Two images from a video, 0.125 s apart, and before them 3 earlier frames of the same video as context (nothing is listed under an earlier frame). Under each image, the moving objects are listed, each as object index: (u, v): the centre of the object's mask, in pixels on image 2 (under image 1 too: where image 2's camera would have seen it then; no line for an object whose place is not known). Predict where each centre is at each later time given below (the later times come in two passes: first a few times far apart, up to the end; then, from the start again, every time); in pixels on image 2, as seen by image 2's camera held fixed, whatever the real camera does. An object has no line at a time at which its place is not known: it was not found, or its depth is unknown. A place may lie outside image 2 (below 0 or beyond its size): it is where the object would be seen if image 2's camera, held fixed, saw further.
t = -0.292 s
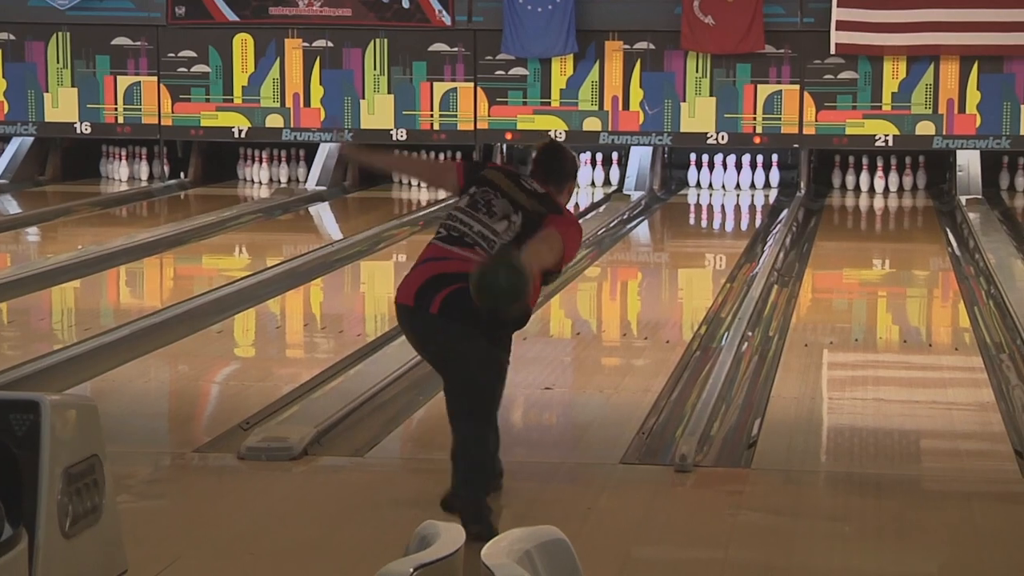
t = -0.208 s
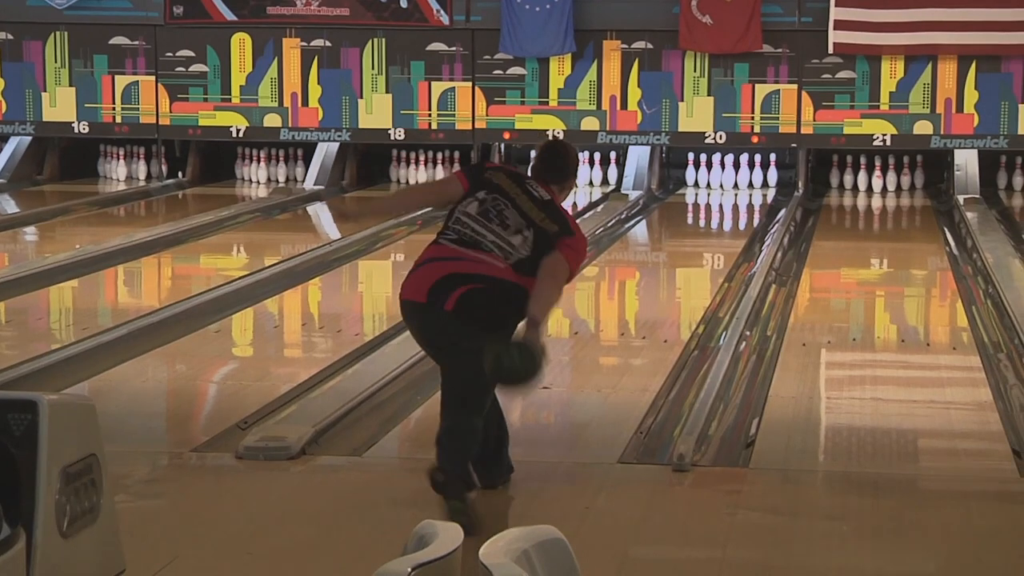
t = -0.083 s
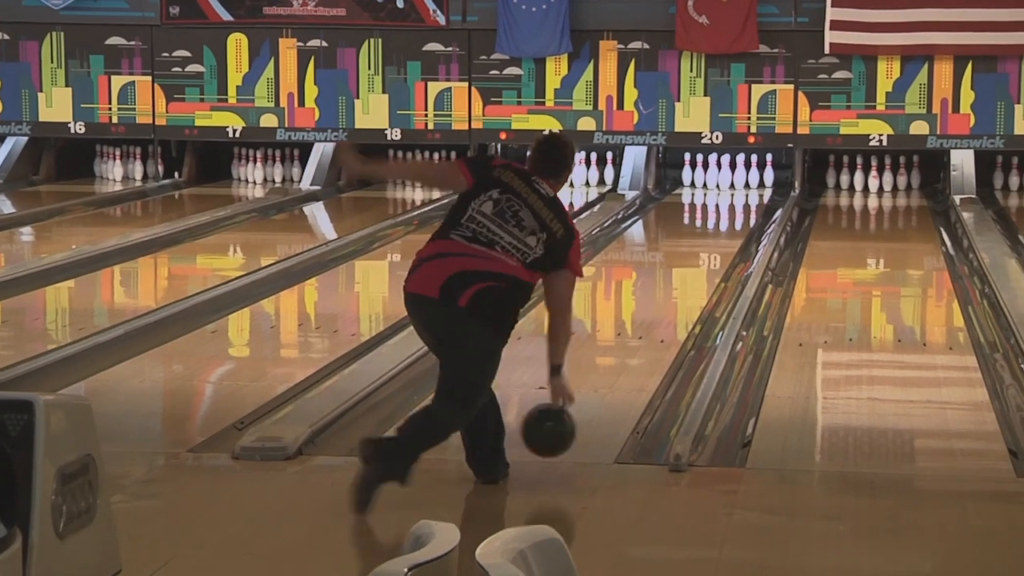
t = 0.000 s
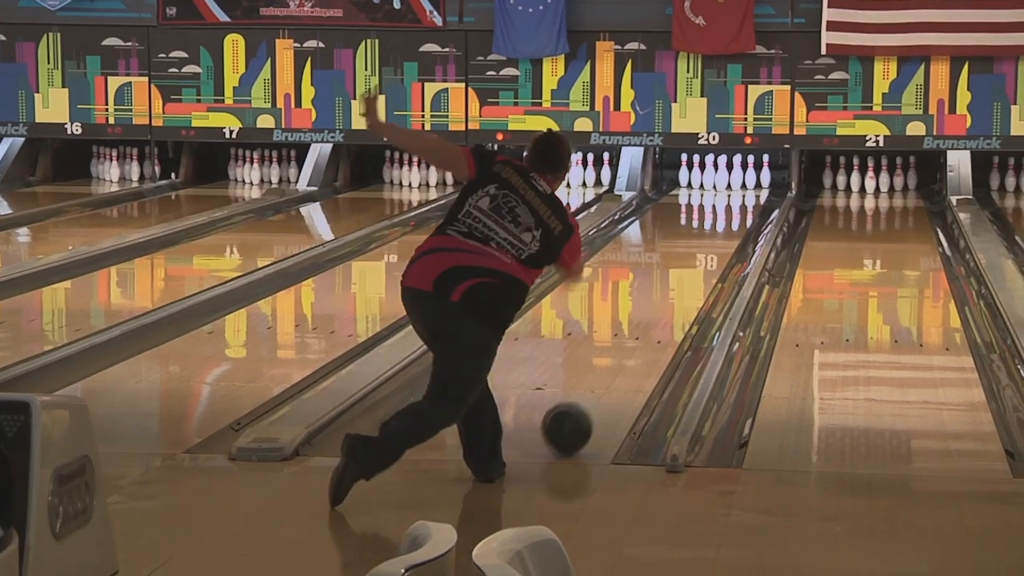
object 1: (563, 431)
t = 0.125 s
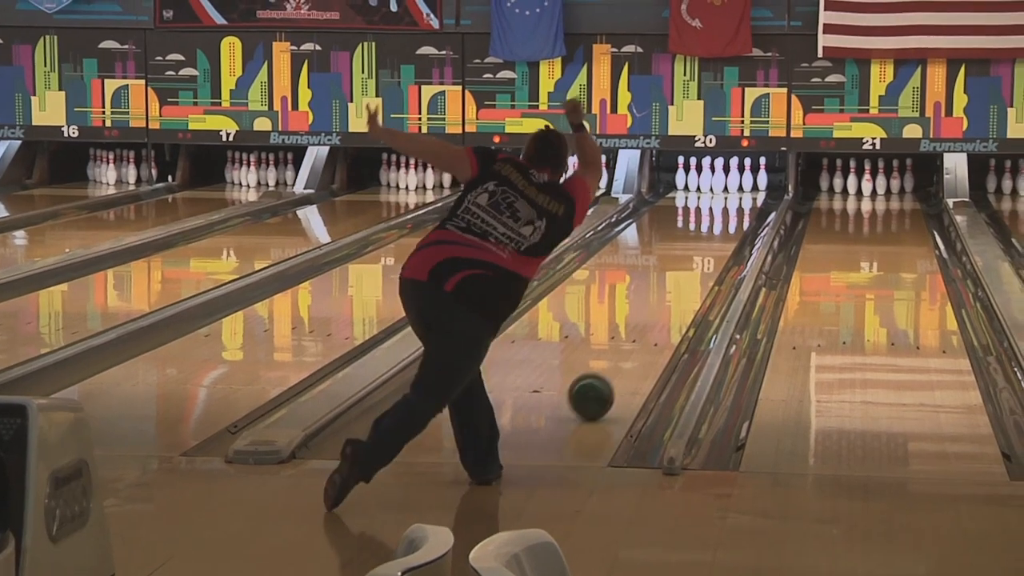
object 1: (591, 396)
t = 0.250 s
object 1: (613, 367)
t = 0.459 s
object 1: (642, 329)
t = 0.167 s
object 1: (599, 386)
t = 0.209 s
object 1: (606, 376)
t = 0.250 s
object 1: (613, 367)
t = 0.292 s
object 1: (620, 359)
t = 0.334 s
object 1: (626, 351)
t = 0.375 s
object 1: (632, 343)
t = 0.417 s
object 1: (637, 336)
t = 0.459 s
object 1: (642, 329)
